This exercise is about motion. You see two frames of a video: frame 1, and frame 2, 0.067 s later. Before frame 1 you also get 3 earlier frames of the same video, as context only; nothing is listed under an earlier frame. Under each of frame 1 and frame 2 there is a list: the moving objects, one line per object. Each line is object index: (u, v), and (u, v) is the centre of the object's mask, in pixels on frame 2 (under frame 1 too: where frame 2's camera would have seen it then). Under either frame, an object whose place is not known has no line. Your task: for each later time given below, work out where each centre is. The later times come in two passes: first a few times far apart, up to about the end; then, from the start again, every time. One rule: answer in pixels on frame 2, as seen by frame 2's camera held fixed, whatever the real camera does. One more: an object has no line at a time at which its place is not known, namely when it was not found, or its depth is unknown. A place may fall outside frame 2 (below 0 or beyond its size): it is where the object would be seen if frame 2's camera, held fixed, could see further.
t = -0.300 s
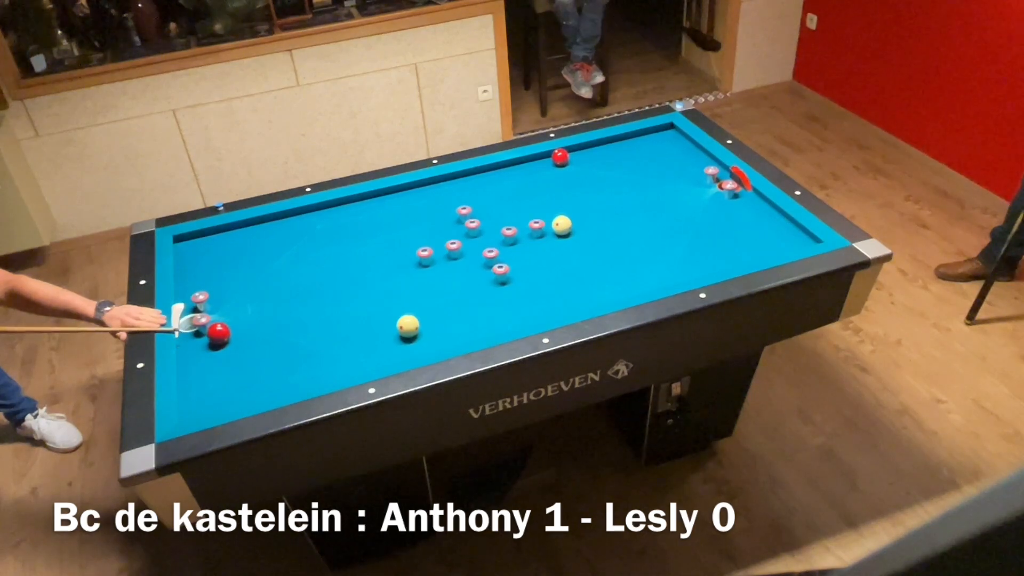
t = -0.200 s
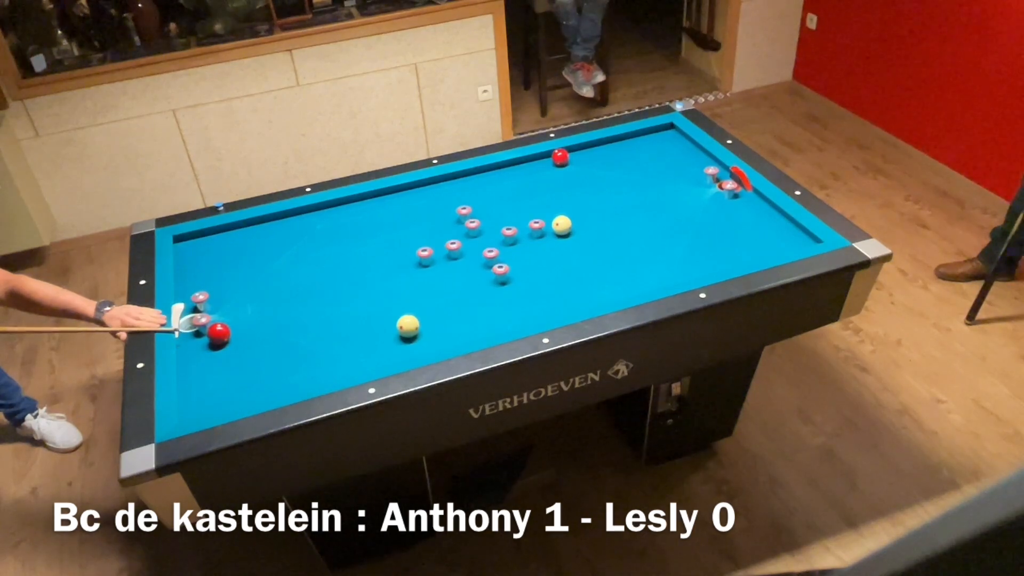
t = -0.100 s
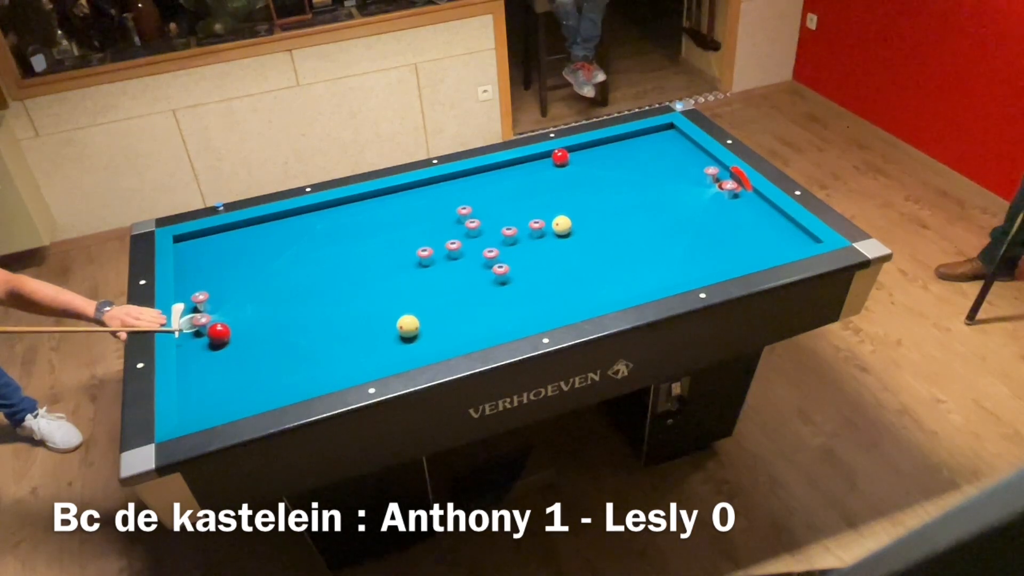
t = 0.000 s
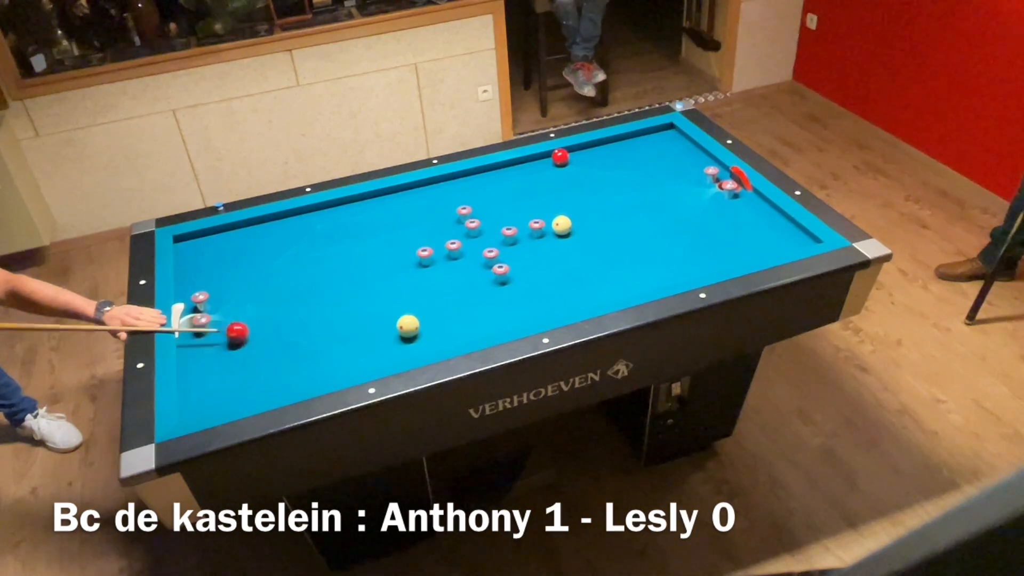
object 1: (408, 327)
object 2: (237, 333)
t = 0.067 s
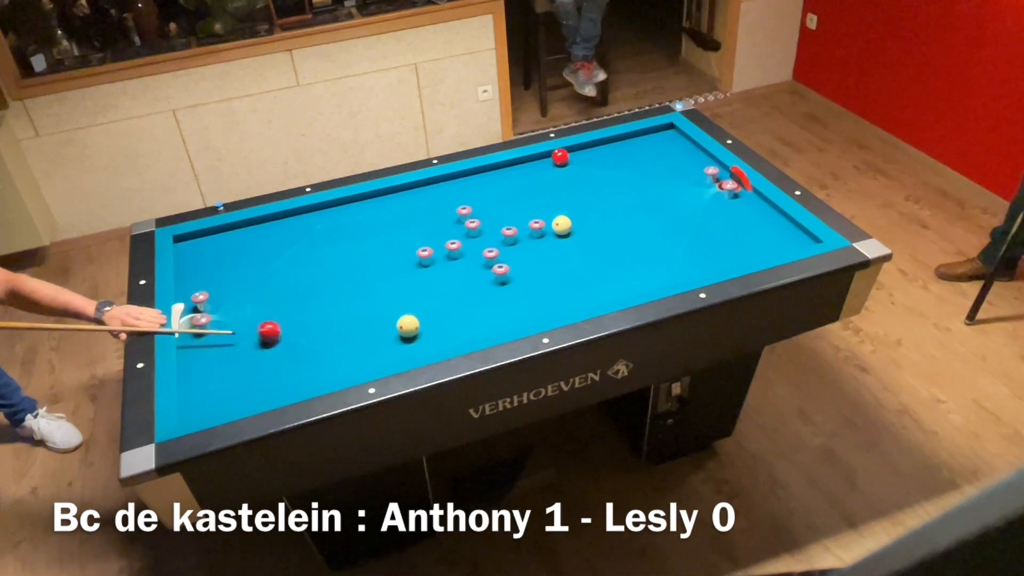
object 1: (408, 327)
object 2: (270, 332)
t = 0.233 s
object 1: (408, 327)
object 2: (350, 329)
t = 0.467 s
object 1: (473, 322)
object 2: (395, 329)
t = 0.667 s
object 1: (534, 316)
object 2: (417, 330)
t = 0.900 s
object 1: (579, 298)
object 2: (442, 331)
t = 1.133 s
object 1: (620, 279)
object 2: (466, 332)
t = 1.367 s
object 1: (658, 261)
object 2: (485, 328)
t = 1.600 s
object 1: (693, 245)
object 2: (497, 322)
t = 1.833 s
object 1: (727, 229)
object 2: (508, 316)
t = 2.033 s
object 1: (753, 217)
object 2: (516, 311)
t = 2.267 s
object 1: (757, 210)
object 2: (525, 305)
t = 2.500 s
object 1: (732, 210)
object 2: (534, 300)
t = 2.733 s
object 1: (708, 211)
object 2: (541, 296)
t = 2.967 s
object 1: (684, 211)
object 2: (548, 292)
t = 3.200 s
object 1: (662, 212)
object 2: (554, 288)
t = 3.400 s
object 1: (644, 213)
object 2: (558, 285)
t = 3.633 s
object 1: (624, 213)
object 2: (563, 283)
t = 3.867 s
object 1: (604, 214)
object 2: (567, 280)
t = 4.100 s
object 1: (585, 214)
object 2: (570, 278)
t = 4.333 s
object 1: (569, 213)
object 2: (573, 276)
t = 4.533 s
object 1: (552, 213)
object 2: (574, 275)
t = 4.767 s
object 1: (537, 213)
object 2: (576, 275)
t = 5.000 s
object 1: (521, 216)
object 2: (577, 274)
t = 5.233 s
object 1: (507, 216)
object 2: (577, 274)
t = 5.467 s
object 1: (493, 217)
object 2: (577, 274)
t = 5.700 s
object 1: (481, 216)
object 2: (577, 274)
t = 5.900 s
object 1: (482, 217)
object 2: (577, 274)
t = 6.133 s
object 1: (488, 217)
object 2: (577, 274)
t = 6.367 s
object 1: (493, 216)
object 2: (577, 274)
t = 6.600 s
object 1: (498, 216)
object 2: (577, 274)
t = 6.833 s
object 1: (501, 215)
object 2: (577, 274)
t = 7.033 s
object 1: (504, 215)
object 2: (577, 274)
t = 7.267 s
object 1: (506, 215)
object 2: (577, 274)
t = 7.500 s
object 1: (507, 214)
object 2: (577, 274)
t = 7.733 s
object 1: (508, 214)
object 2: (577, 274)
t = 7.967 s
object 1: (508, 214)
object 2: (577, 274)
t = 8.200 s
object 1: (508, 214)
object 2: (577, 274)
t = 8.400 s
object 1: (508, 214)
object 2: (577, 274)
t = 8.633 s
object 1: (508, 214)
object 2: (577, 274)
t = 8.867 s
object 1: (508, 214)
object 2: (577, 274)
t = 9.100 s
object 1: (508, 214)
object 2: (577, 274)
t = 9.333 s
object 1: (508, 214)
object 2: (577, 274)
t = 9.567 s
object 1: (508, 214)
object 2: (577, 274)
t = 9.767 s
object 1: (508, 214)
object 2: (577, 274)
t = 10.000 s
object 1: (508, 214)
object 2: (577, 274)
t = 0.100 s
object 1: (408, 327)
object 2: (286, 331)
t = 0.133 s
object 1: (408, 327)
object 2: (302, 330)
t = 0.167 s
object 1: (408, 327)
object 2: (318, 330)
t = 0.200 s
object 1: (408, 327)
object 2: (334, 329)
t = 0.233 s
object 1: (408, 327)
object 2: (350, 329)
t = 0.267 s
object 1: (408, 327)
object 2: (366, 328)
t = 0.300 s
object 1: (408, 326)
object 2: (382, 327)
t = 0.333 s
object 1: (420, 326)
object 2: (386, 328)
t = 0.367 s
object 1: (435, 325)
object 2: (387, 328)
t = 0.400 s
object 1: (448, 324)
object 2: (389, 329)
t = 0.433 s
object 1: (461, 323)
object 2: (391, 329)
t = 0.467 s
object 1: (473, 322)
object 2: (395, 329)
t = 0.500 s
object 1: (483, 322)
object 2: (398, 329)
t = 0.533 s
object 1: (494, 321)
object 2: (402, 329)
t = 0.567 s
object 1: (504, 320)
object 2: (406, 330)
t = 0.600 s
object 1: (514, 318)
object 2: (410, 330)
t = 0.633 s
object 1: (524, 317)
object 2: (413, 330)
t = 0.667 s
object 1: (534, 316)
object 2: (417, 330)
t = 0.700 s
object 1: (541, 312)
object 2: (421, 330)
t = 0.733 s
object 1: (547, 310)
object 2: (424, 330)
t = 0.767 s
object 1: (554, 308)
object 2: (428, 331)
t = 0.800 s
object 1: (560, 305)
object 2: (431, 331)
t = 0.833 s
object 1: (566, 303)
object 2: (435, 331)
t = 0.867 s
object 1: (573, 300)
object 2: (439, 331)
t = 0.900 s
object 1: (579, 298)
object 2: (442, 331)
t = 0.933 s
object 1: (585, 295)
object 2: (446, 332)
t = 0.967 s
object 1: (591, 293)
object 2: (449, 332)
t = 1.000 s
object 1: (597, 290)
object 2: (453, 332)
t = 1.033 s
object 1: (603, 287)
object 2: (456, 332)
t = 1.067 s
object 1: (608, 284)
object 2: (460, 332)
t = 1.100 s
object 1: (614, 281)
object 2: (463, 332)
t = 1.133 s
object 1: (620, 279)
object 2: (466, 332)
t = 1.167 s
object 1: (625, 276)
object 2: (469, 332)
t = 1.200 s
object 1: (631, 274)
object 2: (473, 331)
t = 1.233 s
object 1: (636, 271)
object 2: (476, 331)
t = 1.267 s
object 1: (642, 269)
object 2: (480, 331)
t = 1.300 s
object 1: (647, 266)
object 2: (481, 330)
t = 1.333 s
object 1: (652, 264)
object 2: (483, 329)
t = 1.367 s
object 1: (658, 261)
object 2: (485, 328)
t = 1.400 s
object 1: (663, 259)
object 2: (487, 327)
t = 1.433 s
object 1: (668, 257)
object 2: (489, 327)
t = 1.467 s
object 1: (673, 254)
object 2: (490, 326)
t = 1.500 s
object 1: (678, 252)
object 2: (492, 325)
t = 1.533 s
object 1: (684, 249)
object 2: (494, 324)
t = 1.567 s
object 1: (688, 247)
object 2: (496, 323)
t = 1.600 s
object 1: (693, 245)
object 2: (497, 322)
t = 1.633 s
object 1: (698, 242)
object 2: (499, 321)
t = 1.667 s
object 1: (703, 240)
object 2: (500, 321)
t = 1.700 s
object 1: (708, 238)
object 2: (502, 320)
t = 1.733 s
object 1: (713, 236)
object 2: (503, 320)
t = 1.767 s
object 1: (717, 234)
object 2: (505, 319)
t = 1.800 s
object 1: (722, 232)
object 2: (506, 317)
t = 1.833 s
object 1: (727, 229)
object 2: (508, 316)
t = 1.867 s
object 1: (731, 227)
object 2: (509, 315)
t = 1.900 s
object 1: (736, 225)
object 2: (511, 315)
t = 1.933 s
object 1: (740, 223)
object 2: (512, 314)
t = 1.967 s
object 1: (745, 221)
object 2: (514, 313)
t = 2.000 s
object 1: (749, 219)
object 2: (515, 312)
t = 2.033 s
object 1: (753, 217)
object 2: (516, 311)
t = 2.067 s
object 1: (758, 215)
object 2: (518, 310)
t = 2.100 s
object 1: (762, 213)
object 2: (519, 309)
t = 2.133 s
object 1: (766, 211)
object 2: (520, 308)
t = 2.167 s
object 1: (769, 209)
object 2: (522, 307)
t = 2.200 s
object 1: (765, 209)
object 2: (523, 307)
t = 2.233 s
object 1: (761, 209)
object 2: (524, 306)
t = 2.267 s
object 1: (757, 210)
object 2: (525, 305)
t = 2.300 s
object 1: (753, 210)
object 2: (527, 304)
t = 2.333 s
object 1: (749, 210)
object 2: (528, 304)
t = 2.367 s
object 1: (746, 210)
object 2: (529, 303)
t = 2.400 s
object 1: (742, 210)
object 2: (530, 302)
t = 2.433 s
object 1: (739, 210)
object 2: (531, 302)
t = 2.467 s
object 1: (735, 210)
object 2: (533, 301)
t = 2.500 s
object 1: (732, 210)
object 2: (534, 300)
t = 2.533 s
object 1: (728, 210)
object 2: (535, 300)
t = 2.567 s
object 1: (725, 210)
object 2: (536, 299)
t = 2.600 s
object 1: (721, 210)
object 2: (537, 298)
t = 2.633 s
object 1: (717, 210)
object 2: (538, 298)
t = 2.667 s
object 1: (714, 211)
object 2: (539, 297)
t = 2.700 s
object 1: (711, 211)
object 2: (540, 296)
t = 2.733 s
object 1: (708, 211)
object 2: (541, 296)
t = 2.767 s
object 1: (704, 211)
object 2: (542, 295)
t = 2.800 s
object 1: (701, 211)
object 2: (543, 294)
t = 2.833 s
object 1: (697, 211)
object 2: (544, 294)
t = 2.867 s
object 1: (694, 211)
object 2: (545, 293)
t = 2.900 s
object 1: (691, 211)
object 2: (546, 293)
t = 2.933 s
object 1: (687, 211)
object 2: (547, 292)
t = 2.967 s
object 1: (684, 211)
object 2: (548, 292)
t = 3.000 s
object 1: (681, 211)
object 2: (549, 291)
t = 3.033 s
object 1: (678, 211)
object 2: (549, 290)
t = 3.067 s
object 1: (675, 212)
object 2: (550, 290)
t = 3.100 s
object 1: (672, 212)
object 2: (551, 289)
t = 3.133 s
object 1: (668, 212)
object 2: (552, 289)
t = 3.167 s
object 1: (665, 212)
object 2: (553, 288)
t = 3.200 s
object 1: (662, 212)
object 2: (554, 288)
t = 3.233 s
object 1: (659, 212)
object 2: (554, 287)
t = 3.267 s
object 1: (656, 212)
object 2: (555, 287)
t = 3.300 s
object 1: (653, 212)
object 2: (556, 287)
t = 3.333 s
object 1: (650, 212)
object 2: (557, 286)
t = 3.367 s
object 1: (647, 212)
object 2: (557, 286)
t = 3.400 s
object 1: (644, 213)
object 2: (558, 285)
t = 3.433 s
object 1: (641, 213)
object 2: (559, 285)
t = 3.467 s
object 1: (638, 213)
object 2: (560, 284)
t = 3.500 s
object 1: (635, 213)
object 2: (560, 284)
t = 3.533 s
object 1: (632, 213)
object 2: (561, 284)
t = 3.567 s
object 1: (629, 213)
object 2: (561, 283)
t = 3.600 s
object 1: (627, 213)
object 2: (562, 283)
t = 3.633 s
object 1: (624, 213)
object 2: (563, 283)
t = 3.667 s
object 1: (621, 213)
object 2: (564, 282)
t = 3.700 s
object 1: (618, 213)
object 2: (564, 282)
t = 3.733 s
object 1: (615, 213)
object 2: (565, 281)
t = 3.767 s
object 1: (612, 213)
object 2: (565, 281)
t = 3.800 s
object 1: (609, 214)
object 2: (566, 281)
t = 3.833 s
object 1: (607, 214)
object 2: (566, 281)
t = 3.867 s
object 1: (604, 214)
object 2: (567, 280)
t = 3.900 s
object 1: (601, 214)
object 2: (567, 280)
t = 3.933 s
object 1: (599, 214)
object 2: (568, 280)
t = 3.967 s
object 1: (596, 214)
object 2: (568, 279)
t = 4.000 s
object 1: (593, 214)
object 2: (569, 279)
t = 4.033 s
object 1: (591, 214)
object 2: (569, 279)
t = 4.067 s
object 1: (588, 214)
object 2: (570, 278)
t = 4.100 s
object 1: (585, 214)
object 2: (570, 278)
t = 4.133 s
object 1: (583, 214)
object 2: (570, 278)
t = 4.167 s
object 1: (580, 214)
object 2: (571, 277)
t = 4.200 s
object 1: (578, 214)
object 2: (571, 277)
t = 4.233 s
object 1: (576, 214)
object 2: (572, 277)
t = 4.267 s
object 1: (573, 214)
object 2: (572, 277)
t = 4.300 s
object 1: (571, 213)
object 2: (572, 277)
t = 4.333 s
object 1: (569, 213)
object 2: (573, 276)
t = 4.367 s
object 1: (566, 212)
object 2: (573, 276)
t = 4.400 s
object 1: (563, 212)
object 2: (573, 276)
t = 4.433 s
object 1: (560, 212)
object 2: (573, 276)
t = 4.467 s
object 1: (557, 212)
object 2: (574, 276)
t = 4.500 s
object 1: (554, 213)
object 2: (574, 276)
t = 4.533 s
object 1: (552, 213)
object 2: (574, 275)
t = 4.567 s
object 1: (550, 214)
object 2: (574, 275)
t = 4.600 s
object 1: (548, 214)
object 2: (575, 275)
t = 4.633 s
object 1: (546, 214)
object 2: (575, 275)
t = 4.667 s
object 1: (544, 214)
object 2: (575, 275)
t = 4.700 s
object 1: (542, 214)
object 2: (575, 275)
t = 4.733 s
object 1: (539, 214)
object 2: (575, 275)
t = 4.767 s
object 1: (537, 213)
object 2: (576, 275)
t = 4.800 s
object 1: (534, 213)
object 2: (576, 275)
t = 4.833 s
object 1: (532, 214)
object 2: (576, 275)
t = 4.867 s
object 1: (529, 214)
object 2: (576, 275)
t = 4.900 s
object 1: (527, 215)
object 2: (576, 274)
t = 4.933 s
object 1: (525, 215)
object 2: (576, 274)
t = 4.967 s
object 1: (523, 216)
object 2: (577, 274)
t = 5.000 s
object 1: (521, 216)
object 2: (577, 274)
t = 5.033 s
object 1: (519, 216)
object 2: (577, 274)
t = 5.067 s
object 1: (517, 216)
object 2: (577, 274)
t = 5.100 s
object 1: (515, 216)
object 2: (577, 274)
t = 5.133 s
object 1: (513, 216)
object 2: (577, 274)
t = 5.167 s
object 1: (511, 216)
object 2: (577, 274)
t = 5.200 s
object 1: (509, 216)
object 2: (577, 274)
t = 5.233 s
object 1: (507, 216)
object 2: (577, 274)
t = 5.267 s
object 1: (505, 216)
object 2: (577, 274)
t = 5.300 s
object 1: (503, 216)
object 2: (577, 274)
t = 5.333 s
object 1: (501, 216)
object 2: (577, 274)
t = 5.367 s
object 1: (499, 216)
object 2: (577, 274)
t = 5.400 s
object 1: (497, 216)
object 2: (577, 274)
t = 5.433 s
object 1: (495, 216)
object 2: (577, 274)
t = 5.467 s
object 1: (493, 217)
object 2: (577, 274)
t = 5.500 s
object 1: (492, 217)
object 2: (577, 274)
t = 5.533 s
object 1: (490, 217)
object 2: (577, 274)
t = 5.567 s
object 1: (488, 217)
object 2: (577, 274)
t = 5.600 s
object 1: (486, 217)
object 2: (577, 274)
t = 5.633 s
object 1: (485, 216)
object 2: (577, 274)
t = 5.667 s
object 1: (483, 216)
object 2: (577, 274)
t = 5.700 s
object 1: (481, 216)
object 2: (577, 274)
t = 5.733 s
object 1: (480, 216)
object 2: (577, 274)
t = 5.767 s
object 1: (479, 216)
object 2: (577, 274)
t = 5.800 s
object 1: (480, 217)
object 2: (577, 274)
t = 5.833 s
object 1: (480, 217)
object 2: (577, 274)
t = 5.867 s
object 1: (481, 217)
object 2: (577, 274)
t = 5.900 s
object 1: (482, 217)
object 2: (577, 274)
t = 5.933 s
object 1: (483, 217)
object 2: (577, 274)
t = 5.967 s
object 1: (484, 217)
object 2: (577, 274)
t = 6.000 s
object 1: (484, 217)
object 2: (577, 274)
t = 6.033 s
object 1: (485, 217)
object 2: (577, 274)
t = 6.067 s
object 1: (486, 217)
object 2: (577, 274)
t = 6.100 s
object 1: (487, 217)
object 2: (577, 274)
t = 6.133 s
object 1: (488, 217)
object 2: (577, 274)
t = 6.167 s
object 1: (489, 217)
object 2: (577, 274)
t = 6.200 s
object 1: (490, 217)
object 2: (577, 274)
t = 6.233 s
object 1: (490, 217)
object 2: (577, 274)
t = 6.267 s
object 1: (491, 216)
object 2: (577, 274)
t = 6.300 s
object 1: (492, 217)
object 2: (577, 274)
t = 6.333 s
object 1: (493, 216)
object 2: (577, 274)
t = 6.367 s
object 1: (493, 216)
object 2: (577, 274)
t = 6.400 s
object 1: (494, 216)
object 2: (577, 274)
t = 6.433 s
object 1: (494, 216)
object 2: (577, 274)
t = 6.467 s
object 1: (495, 216)
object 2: (577, 274)
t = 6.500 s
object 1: (496, 216)
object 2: (577, 274)
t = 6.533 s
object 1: (496, 216)
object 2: (577, 274)
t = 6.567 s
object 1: (497, 216)
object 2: (577, 274)
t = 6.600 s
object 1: (498, 216)
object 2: (577, 274)
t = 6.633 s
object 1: (498, 215)
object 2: (577, 274)
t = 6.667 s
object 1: (498, 215)
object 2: (577, 274)
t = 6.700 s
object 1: (499, 215)
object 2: (577, 274)
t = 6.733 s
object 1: (500, 215)
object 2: (577, 274)
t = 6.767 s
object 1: (500, 215)
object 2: (577, 274)
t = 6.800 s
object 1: (501, 215)
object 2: (577, 274)
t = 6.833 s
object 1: (501, 215)
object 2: (577, 274)
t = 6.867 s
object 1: (501, 215)
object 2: (577, 274)
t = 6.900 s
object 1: (502, 215)
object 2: (577, 274)
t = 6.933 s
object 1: (503, 215)
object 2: (577, 274)
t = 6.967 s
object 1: (503, 215)
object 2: (577, 274)
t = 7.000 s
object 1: (503, 215)
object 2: (577, 274)
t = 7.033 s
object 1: (504, 215)
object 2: (577, 274)
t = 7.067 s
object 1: (504, 215)
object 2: (577, 274)
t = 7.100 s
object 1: (504, 215)
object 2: (577, 274)
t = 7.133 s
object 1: (505, 215)
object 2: (577, 274)
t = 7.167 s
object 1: (505, 215)
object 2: (577, 274)
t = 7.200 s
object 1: (505, 215)
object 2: (577, 274)
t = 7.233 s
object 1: (505, 215)
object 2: (577, 274)
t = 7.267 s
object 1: (506, 215)
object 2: (577, 274)
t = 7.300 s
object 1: (506, 214)
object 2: (577, 274)
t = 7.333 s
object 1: (506, 214)
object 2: (577, 274)
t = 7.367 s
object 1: (506, 214)
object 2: (577, 274)
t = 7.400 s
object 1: (506, 214)
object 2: (577, 274)
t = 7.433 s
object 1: (507, 214)
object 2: (577, 274)
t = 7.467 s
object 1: (507, 214)
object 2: (577, 274)
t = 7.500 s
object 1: (507, 214)
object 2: (577, 274)
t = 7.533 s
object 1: (507, 214)
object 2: (577, 274)
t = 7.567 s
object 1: (507, 214)
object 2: (577, 274)
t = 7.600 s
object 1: (507, 214)
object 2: (577, 274)
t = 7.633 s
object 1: (507, 214)
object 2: (577, 274)
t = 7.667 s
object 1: (508, 214)
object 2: (577, 274)
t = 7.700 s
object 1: (507, 214)
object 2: (577, 274)
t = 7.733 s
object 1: (508, 214)
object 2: (577, 274)
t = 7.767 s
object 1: (508, 214)
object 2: (577, 274)
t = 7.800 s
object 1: (508, 214)
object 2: (577, 274)
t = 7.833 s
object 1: (508, 214)
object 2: (577, 274)
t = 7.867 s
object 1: (508, 214)
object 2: (577, 274)
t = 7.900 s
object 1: (508, 214)
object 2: (577, 274)
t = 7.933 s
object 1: (508, 214)
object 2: (577, 274)
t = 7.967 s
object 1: (508, 214)
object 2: (577, 274)
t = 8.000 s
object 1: (508, 214)
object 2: (577, 274)
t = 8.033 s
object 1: (508, 214)
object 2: (577, 274)
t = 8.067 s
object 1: (508, 214)
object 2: (577, 274)
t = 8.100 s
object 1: (508, 214)
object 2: (577, 274)
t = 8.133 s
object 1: (508, 214)
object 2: (577, 274)
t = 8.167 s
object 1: (508, 214)
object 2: (577, 274)
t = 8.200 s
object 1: (508, 214)
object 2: (577, 274)
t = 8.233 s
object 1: (508, 214)
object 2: (577, 274)
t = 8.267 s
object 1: (508, 214)
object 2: (577, 274)
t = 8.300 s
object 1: (508, 214)
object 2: (577, 274)
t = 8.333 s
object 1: (508, 214)
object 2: (577, 274)
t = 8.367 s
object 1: (508, 214)
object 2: (577, 274)
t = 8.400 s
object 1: (508, 214)
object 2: (577, 274)
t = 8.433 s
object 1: (508, 214)
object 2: (577, 274)
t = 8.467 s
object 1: (508, 214)
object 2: (577, 274)
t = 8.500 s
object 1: (508, 214)
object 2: (577, 274)
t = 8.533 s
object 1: (508, 214)
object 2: (577, 274)
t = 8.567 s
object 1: (508, 214)
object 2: (577, 274)
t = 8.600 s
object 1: (508, 214)
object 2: (577, 274)
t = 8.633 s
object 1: (508, 214)
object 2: (577, 274)
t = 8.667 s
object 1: (508, 214)
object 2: (577, 274)
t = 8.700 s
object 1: (508, 214)
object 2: (577, 274)
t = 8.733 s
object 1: (508, 214)
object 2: (577, 274)
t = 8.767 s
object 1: (508, 214)
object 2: (577, 274)
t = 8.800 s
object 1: (508, 214)
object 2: (577, 274)
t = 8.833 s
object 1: (508, 214)
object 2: (577, 274)
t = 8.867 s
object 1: (508, 214)
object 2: (577, 274)
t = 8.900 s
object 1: (508, 214)
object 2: (577, 274)
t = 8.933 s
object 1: (508, 214)
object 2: (577, 274)
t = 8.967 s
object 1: (508, 214)
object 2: (577, 274)
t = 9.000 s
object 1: (508, 214)
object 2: (577, 274)
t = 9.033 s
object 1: (508, 214)
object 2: (577, 274)
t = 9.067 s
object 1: (508, 214)
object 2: (577, 274)
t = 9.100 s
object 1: (508, 214)
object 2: (577, 274)
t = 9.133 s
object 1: (508, 214)
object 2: (577, 274)
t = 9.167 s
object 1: (508, 214)
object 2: (577, 274)
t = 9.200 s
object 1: (508, 214)
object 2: (577, 274)
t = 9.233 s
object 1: (508, 214)
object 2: (577, 274)
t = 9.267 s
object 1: (508, 214)
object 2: (577, 274)
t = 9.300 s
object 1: (508, 214)
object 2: (577, 274)
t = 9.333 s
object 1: (508, 214)
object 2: (577, 274)
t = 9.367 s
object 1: (508, 214)
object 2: (577, 274)
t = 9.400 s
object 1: (508, 214)
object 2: (577, 274)
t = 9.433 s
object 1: (508, 214)
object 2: (577, 274)
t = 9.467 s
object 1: (508, 214)
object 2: (577, 274)
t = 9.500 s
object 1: (508, 214)
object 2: (577, 274)
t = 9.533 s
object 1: (508, 214)
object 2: (577, 274)
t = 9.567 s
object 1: (508, 214)
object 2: (577, 274)
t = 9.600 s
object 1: (508, 214)
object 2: (577, 274)
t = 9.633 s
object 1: (508, 214)
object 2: (577, 274)
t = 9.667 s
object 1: (508, 214)
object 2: (577, 274)
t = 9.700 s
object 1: (508, 214)
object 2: (577, 274)
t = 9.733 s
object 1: (508, 214)
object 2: (577, 274)
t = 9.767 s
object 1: (508, 214)
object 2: (577, 274)
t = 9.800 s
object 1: (508, 214)
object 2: (577, 274)
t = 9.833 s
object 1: (508, 214)
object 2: (577, 274)
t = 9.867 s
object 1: (508, 214)
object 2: (577, 274)
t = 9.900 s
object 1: (508, 214)
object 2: (577, 274)
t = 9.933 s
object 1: (508, 214)
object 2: (577, 274)
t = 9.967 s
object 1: (508, 214)
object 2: (577, 274)
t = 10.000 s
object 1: (508, 214)
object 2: (577, 274)
